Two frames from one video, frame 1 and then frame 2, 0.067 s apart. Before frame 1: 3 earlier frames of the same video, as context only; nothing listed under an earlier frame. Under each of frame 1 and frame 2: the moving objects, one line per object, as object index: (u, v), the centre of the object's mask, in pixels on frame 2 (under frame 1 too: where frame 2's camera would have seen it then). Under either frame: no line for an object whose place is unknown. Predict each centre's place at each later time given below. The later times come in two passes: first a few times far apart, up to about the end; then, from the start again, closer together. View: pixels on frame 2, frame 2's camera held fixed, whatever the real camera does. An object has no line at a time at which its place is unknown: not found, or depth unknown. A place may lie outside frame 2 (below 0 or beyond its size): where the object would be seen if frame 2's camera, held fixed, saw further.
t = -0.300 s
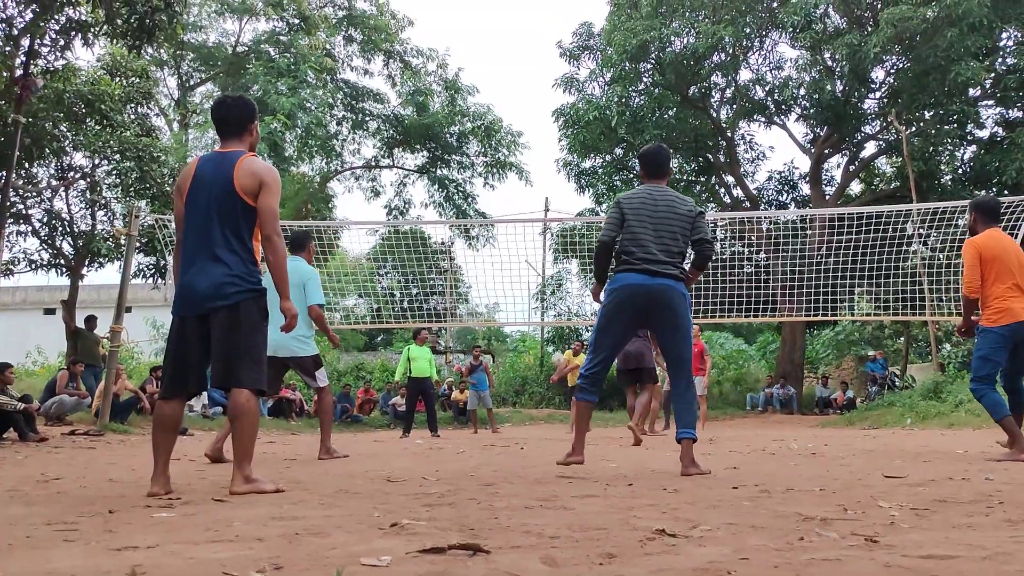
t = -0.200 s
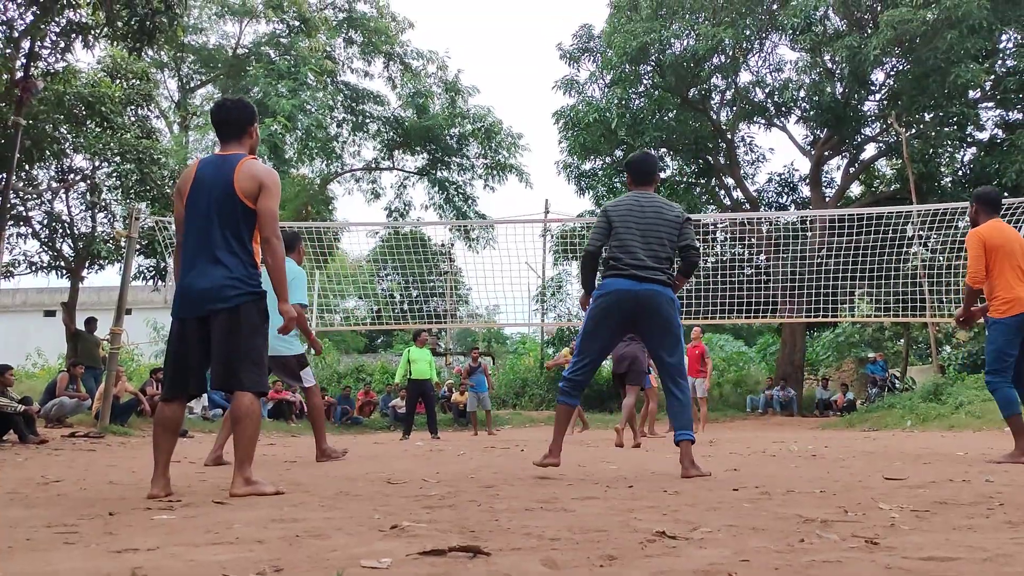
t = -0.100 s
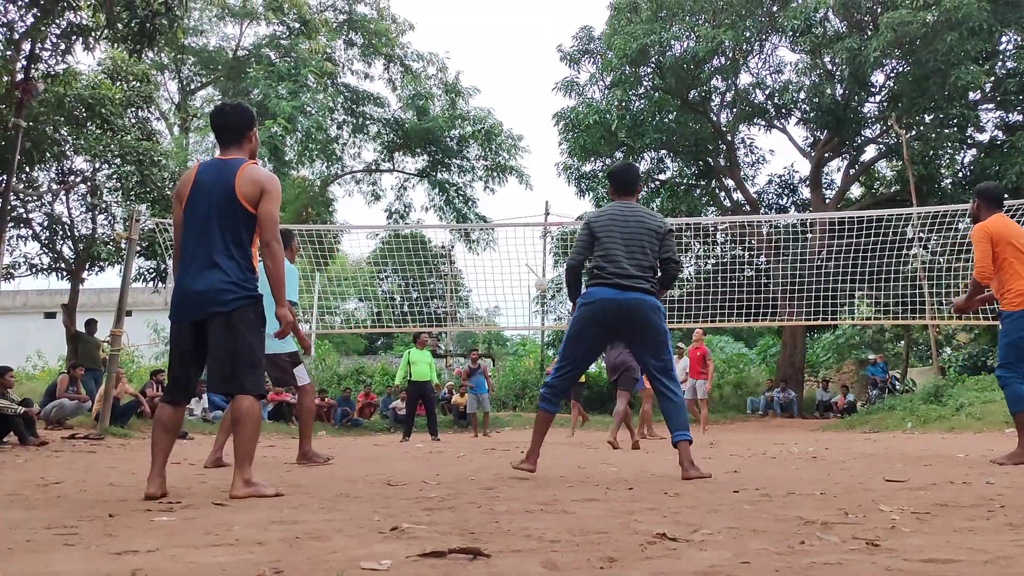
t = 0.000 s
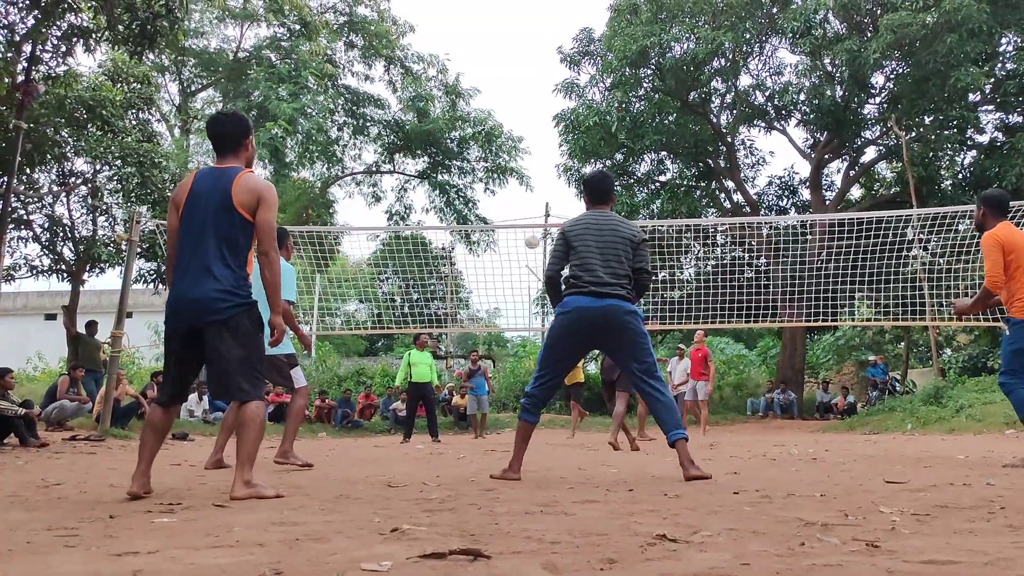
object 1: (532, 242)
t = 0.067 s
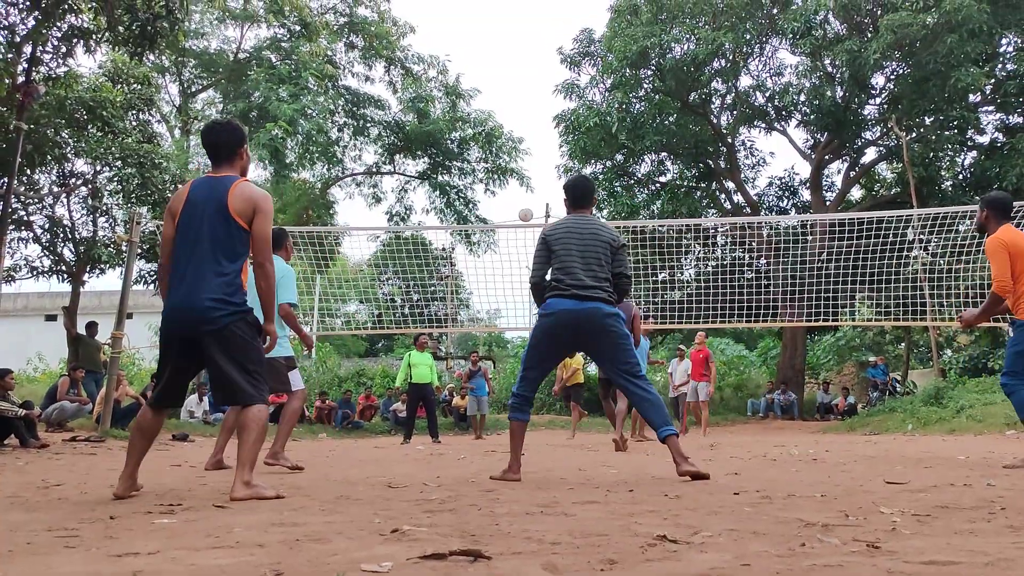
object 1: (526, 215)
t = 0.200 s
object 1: (510, 164)
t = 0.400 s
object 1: (484, 99)
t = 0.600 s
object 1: (450, 54)
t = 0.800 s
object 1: (403, 37)
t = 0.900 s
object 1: (375, 42)
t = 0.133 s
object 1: (517, 188)
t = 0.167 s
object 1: (513, 176)
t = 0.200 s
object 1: (510, 164)
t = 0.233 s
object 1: (505, 151)
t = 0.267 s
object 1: (502, 140)
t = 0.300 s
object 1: (498, 130)
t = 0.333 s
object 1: (493, 119)
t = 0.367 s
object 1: (489, 109)
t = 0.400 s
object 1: (484, 99)
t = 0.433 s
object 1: (479, 90)
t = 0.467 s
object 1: (474, 81)
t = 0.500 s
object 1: (468, 74)
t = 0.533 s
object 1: (462, 67)
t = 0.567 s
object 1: (456, 60)
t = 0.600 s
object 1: (450, 54)
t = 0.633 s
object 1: (443, 49)
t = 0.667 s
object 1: (435, 44)
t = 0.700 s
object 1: (428, 41)
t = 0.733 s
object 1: (420, 39)
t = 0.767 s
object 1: (411, 37)
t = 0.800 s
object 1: (403, 37)
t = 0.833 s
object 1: (394, 38)
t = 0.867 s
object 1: (384, 40)
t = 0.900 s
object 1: (375, 42)
